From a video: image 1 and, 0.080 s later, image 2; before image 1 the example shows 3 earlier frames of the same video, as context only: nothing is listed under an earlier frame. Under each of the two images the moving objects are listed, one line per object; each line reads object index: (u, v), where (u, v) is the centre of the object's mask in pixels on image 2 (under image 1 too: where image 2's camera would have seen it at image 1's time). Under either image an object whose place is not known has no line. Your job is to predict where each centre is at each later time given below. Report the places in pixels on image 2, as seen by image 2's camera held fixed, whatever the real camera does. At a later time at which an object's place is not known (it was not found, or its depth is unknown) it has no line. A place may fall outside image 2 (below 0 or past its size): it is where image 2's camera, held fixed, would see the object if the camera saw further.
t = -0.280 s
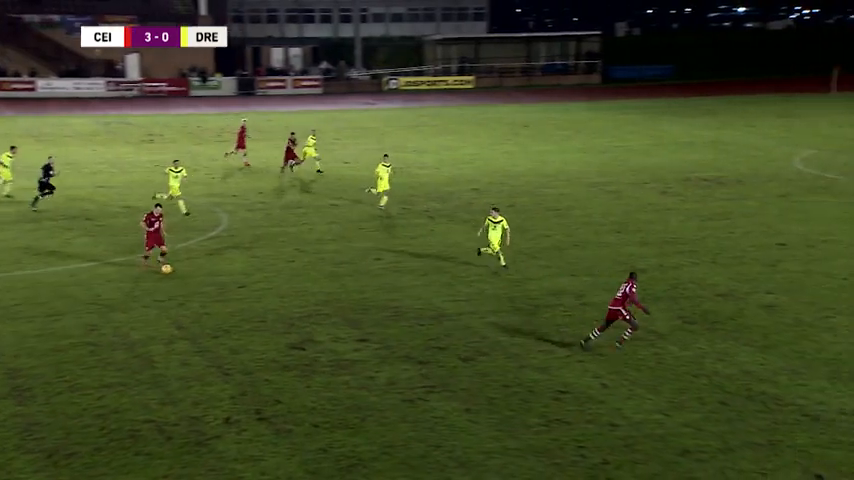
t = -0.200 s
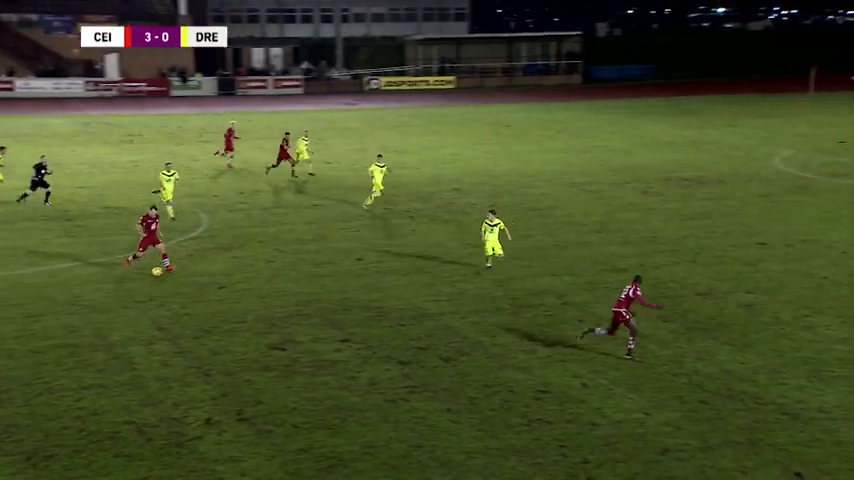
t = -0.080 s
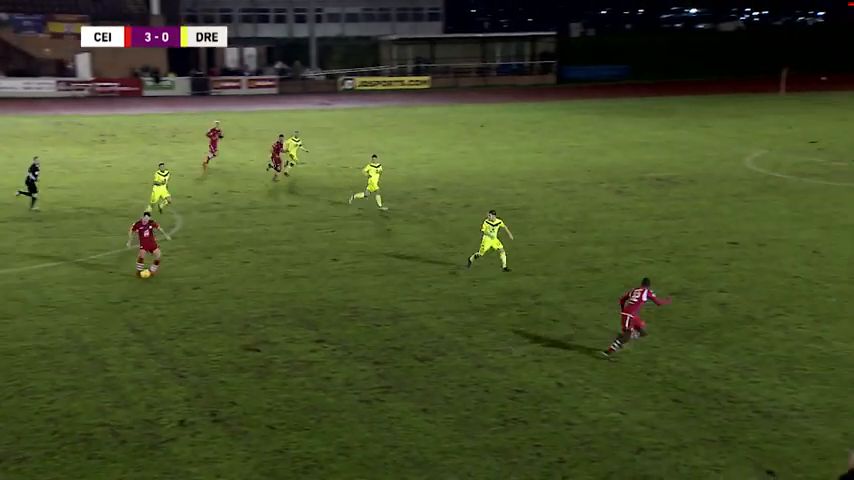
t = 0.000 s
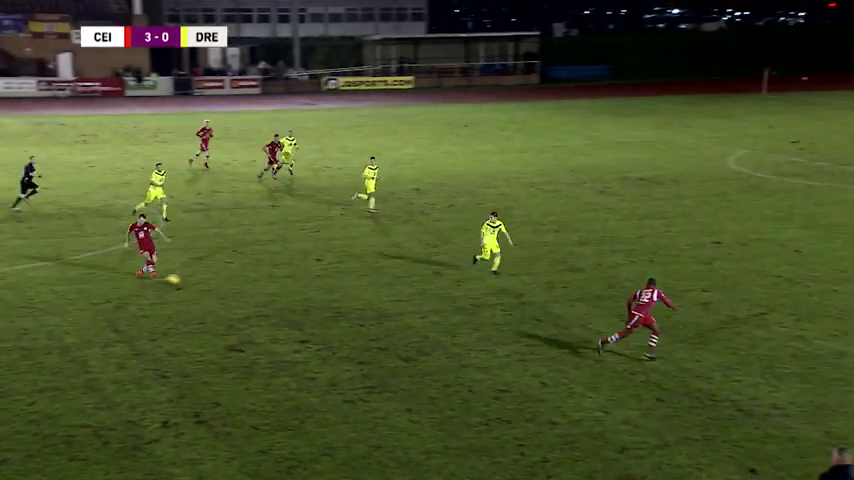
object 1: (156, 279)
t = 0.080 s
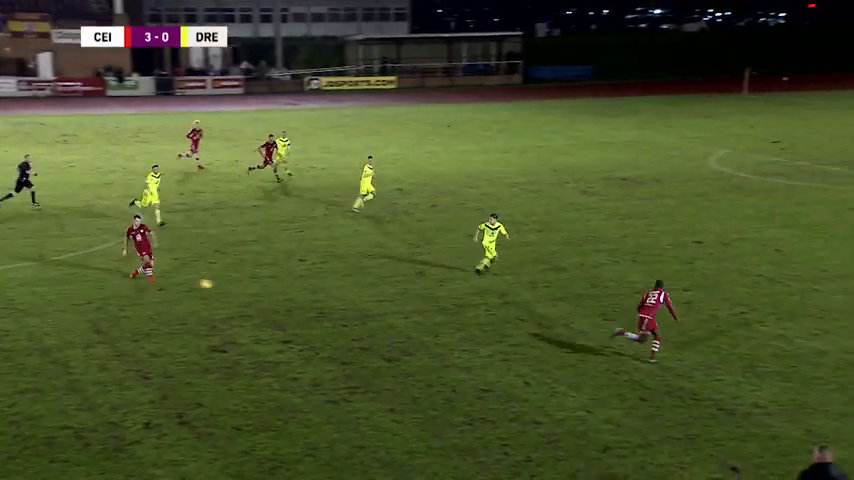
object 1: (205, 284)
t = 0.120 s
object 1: (231, 288)
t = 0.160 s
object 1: (256, 292)
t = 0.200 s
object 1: (279, 295)
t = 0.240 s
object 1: (304, 297)
